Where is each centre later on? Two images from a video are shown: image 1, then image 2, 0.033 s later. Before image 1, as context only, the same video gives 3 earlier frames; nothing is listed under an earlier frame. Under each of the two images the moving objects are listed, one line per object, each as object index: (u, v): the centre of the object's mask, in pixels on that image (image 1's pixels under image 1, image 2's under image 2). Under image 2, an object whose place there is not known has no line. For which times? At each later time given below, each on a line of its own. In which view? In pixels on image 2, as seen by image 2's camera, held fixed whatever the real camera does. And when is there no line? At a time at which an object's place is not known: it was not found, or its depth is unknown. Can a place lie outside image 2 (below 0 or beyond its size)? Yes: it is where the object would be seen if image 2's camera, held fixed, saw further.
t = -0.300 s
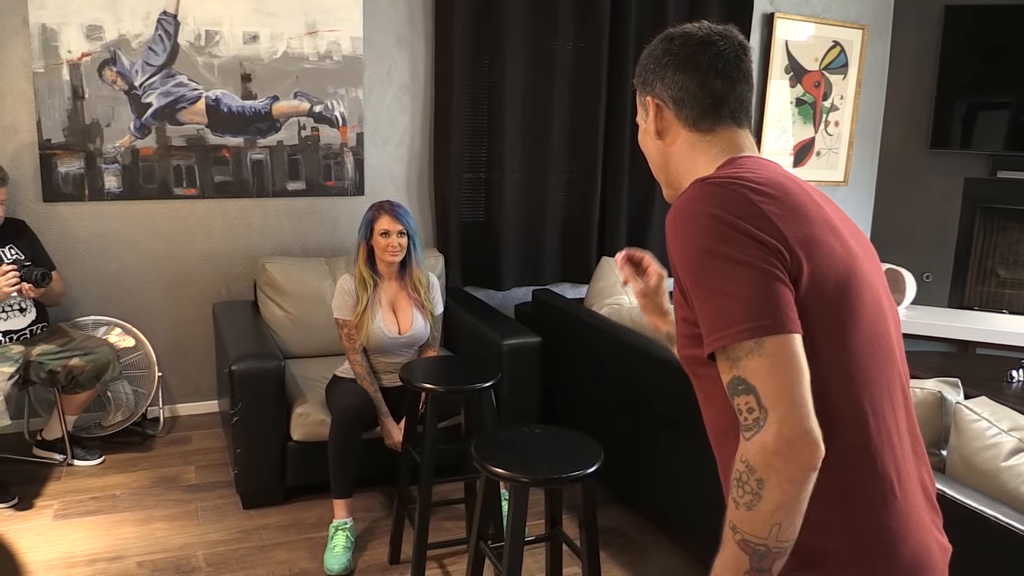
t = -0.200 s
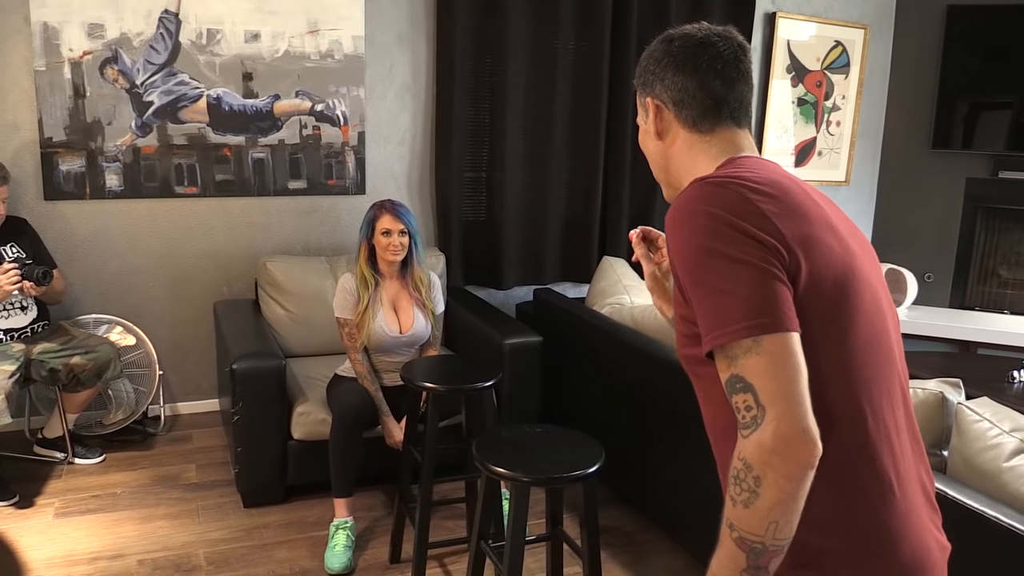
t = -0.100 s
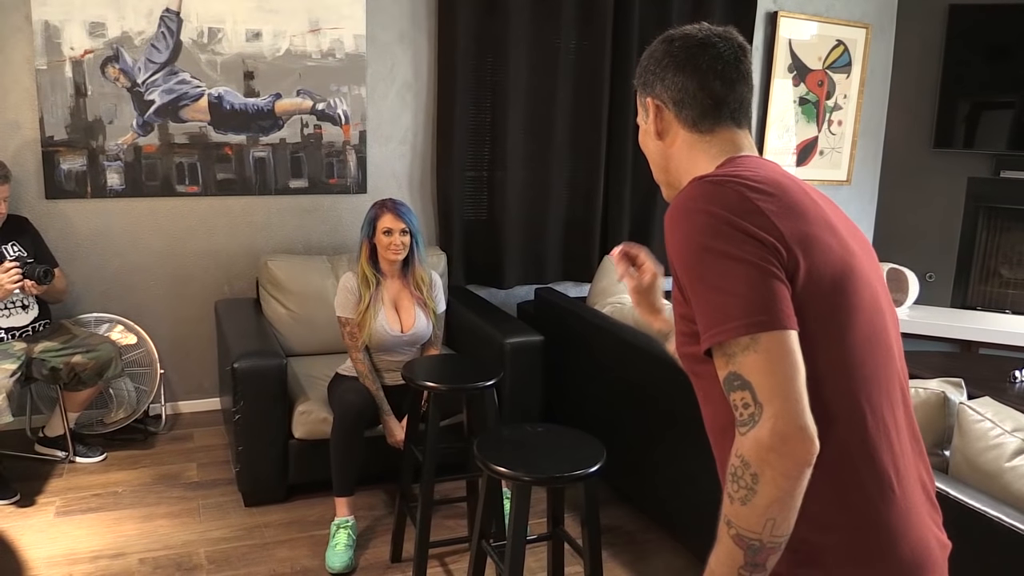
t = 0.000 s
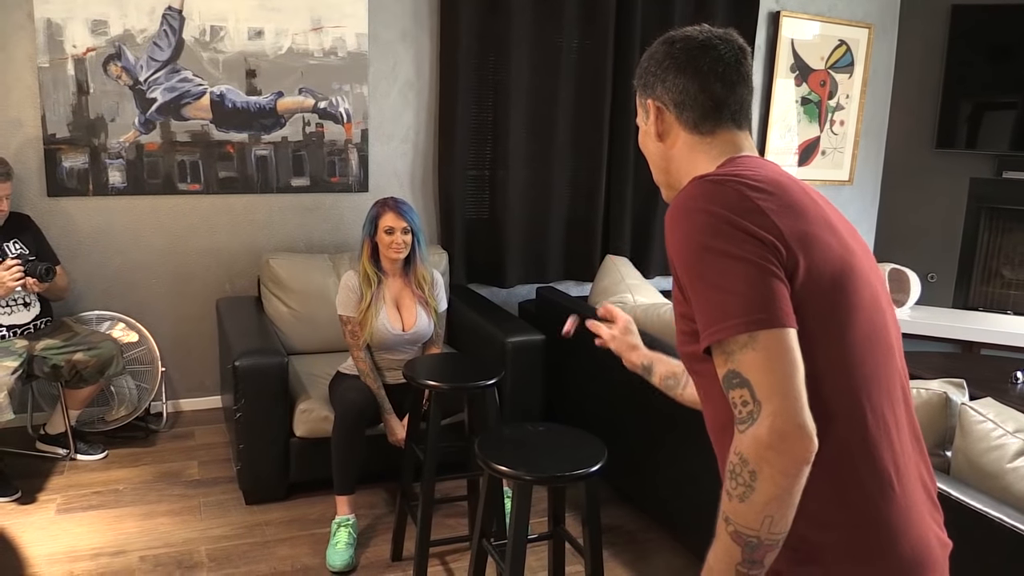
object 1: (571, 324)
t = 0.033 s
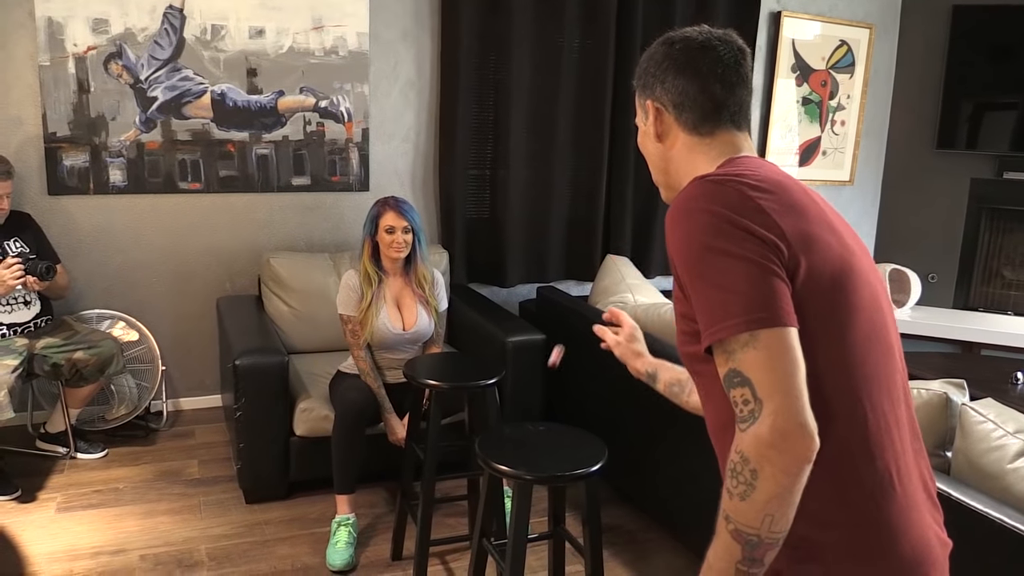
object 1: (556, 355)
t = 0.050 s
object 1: (549, 371)
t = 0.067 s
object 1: (542, 387)
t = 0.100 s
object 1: (528, 423)
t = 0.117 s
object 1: (524, 425)
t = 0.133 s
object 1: (522, 406)
